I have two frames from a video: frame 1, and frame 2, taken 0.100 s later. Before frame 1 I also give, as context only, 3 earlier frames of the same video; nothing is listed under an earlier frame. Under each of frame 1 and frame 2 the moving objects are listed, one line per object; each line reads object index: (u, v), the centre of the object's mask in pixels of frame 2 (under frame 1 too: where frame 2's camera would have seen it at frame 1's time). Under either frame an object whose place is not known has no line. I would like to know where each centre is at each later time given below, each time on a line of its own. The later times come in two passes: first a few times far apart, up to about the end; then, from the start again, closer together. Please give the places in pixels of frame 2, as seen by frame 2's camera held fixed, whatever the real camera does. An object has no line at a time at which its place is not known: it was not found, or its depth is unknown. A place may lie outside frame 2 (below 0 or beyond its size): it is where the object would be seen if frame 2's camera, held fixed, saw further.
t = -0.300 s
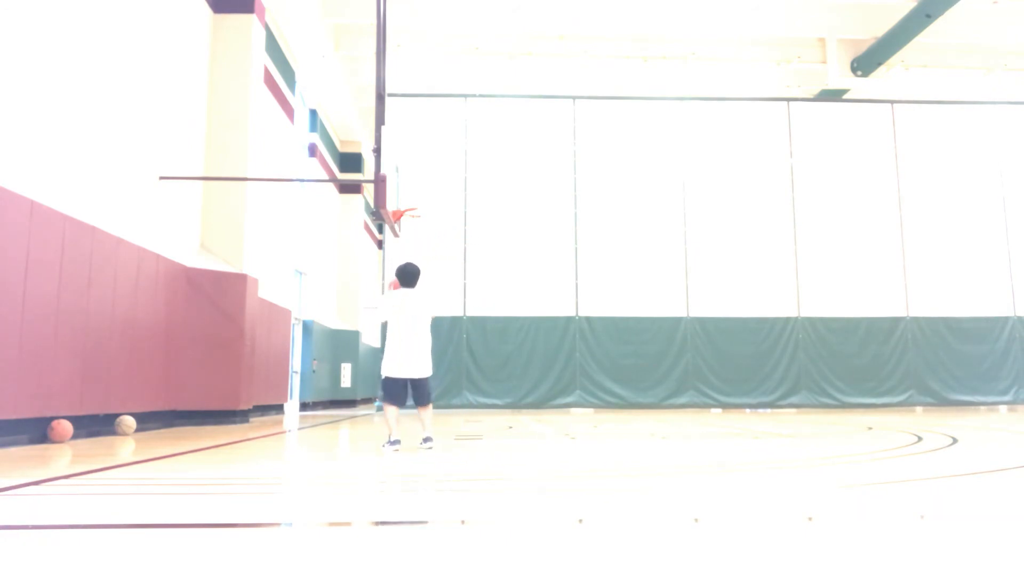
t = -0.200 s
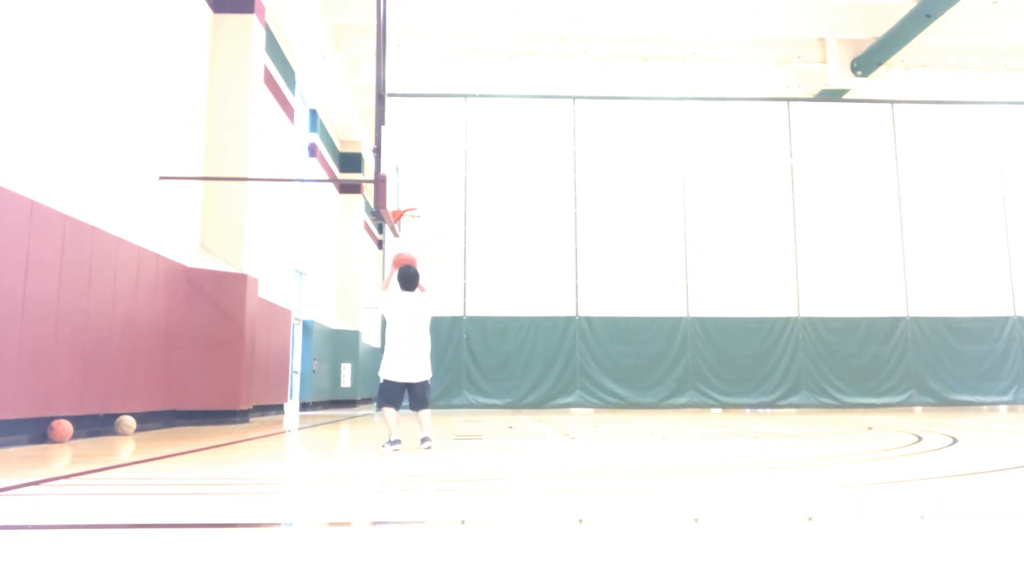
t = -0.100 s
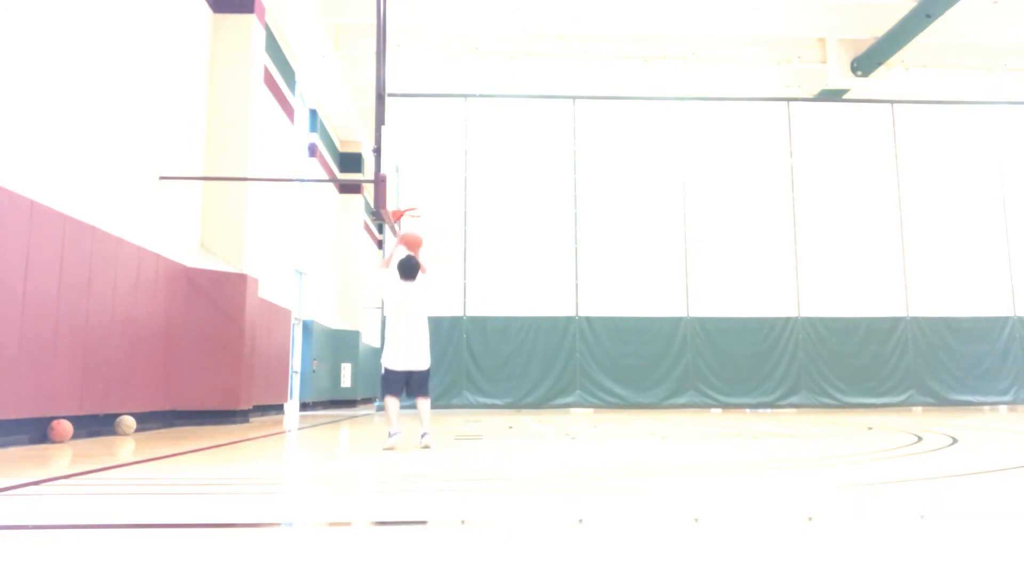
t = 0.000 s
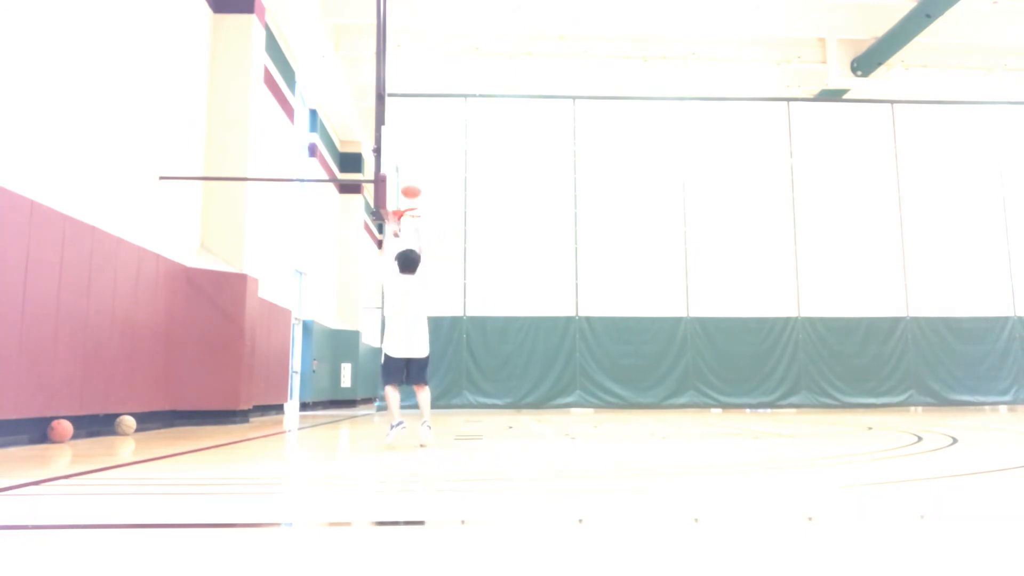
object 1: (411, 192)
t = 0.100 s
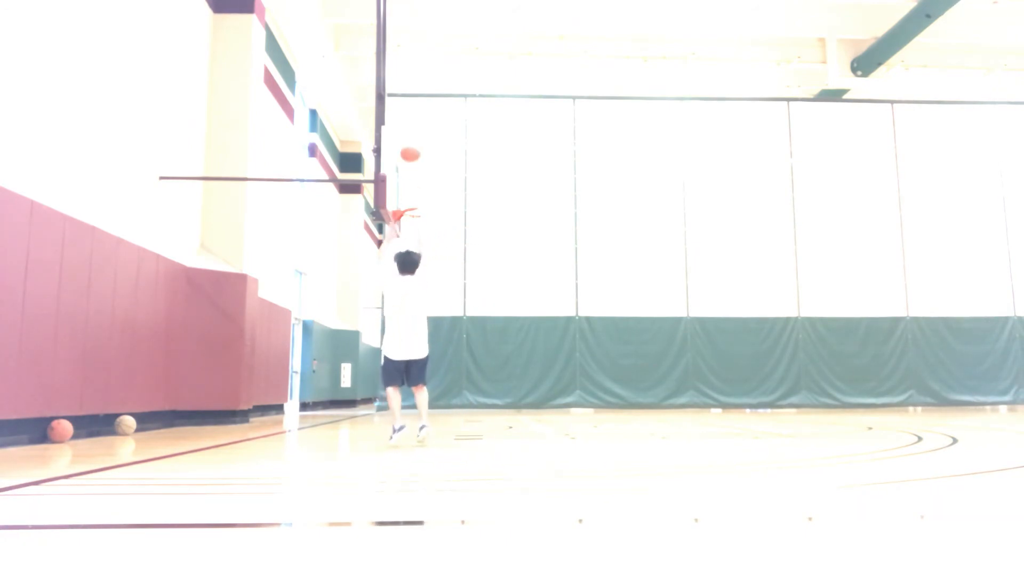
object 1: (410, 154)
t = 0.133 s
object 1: (409, 144)
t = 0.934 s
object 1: (401, 198)
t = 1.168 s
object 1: (406, 205)
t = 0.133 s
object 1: (409, 144)
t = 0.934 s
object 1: (401, 198)
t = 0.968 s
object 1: (401, 204)
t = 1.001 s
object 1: (402, 204)
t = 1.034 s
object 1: (402, 203)
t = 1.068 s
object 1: (403, 202)
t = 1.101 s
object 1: (404, 203)
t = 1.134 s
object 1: (405, 204)
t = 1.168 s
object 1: (406, 205)
